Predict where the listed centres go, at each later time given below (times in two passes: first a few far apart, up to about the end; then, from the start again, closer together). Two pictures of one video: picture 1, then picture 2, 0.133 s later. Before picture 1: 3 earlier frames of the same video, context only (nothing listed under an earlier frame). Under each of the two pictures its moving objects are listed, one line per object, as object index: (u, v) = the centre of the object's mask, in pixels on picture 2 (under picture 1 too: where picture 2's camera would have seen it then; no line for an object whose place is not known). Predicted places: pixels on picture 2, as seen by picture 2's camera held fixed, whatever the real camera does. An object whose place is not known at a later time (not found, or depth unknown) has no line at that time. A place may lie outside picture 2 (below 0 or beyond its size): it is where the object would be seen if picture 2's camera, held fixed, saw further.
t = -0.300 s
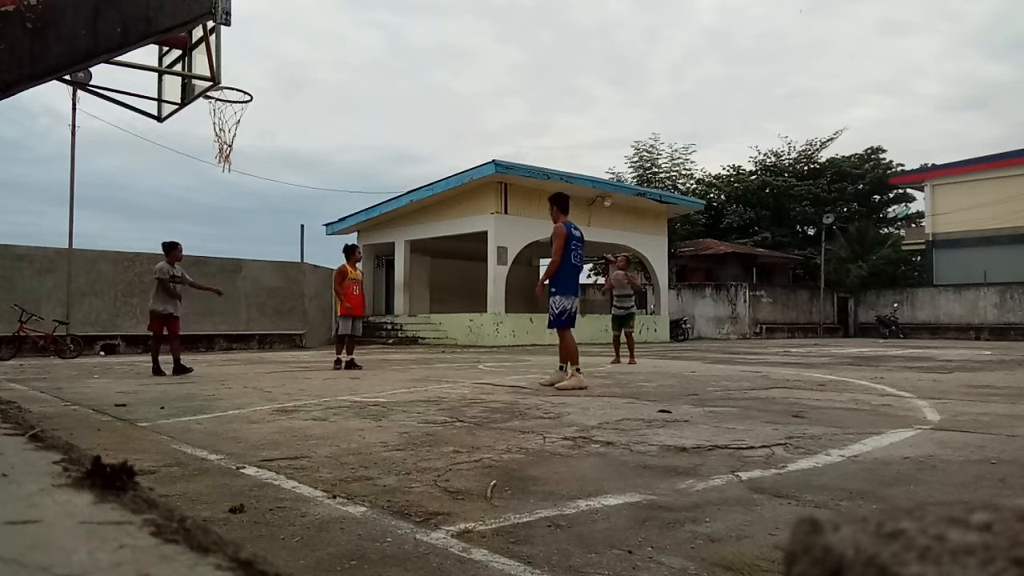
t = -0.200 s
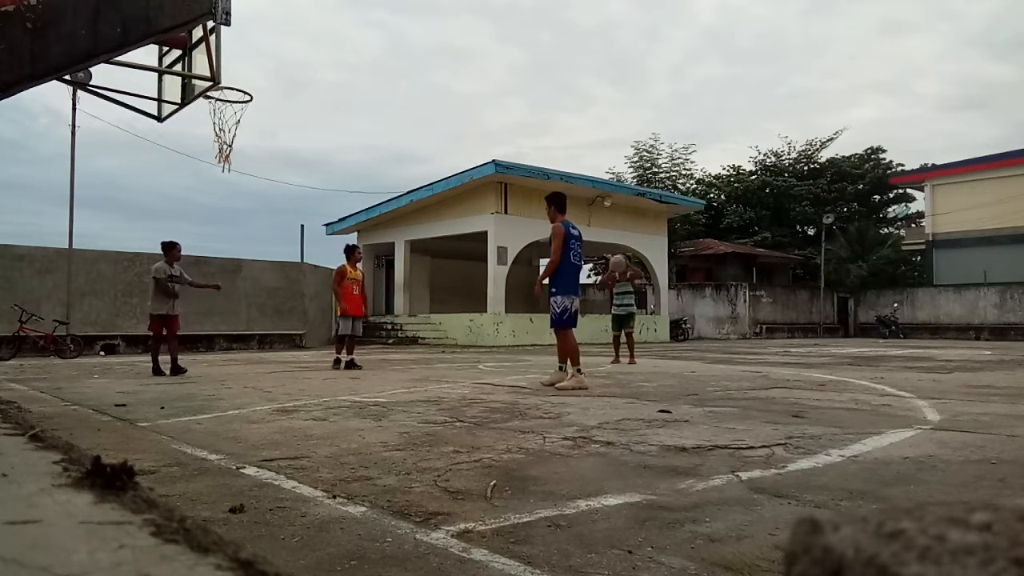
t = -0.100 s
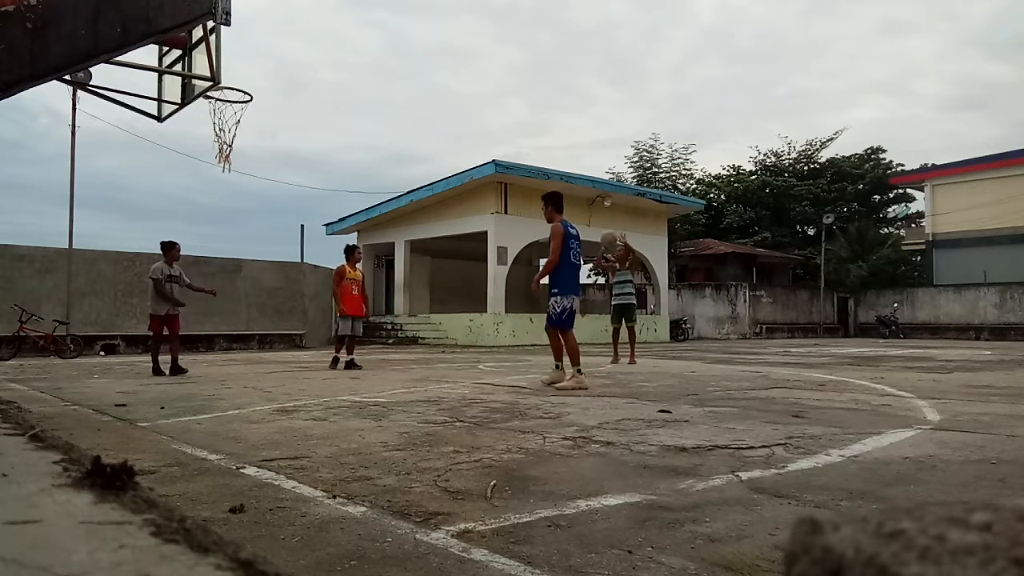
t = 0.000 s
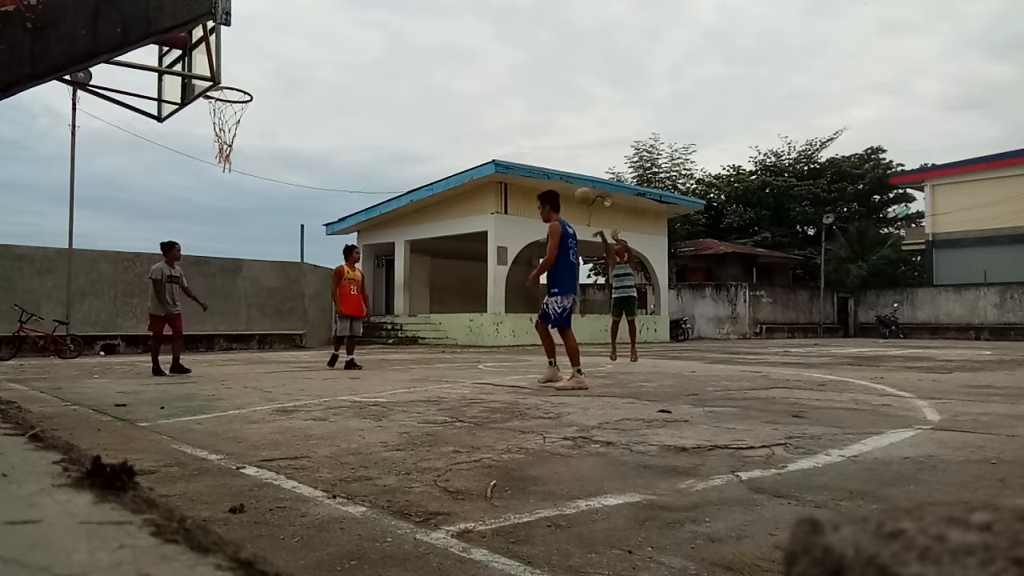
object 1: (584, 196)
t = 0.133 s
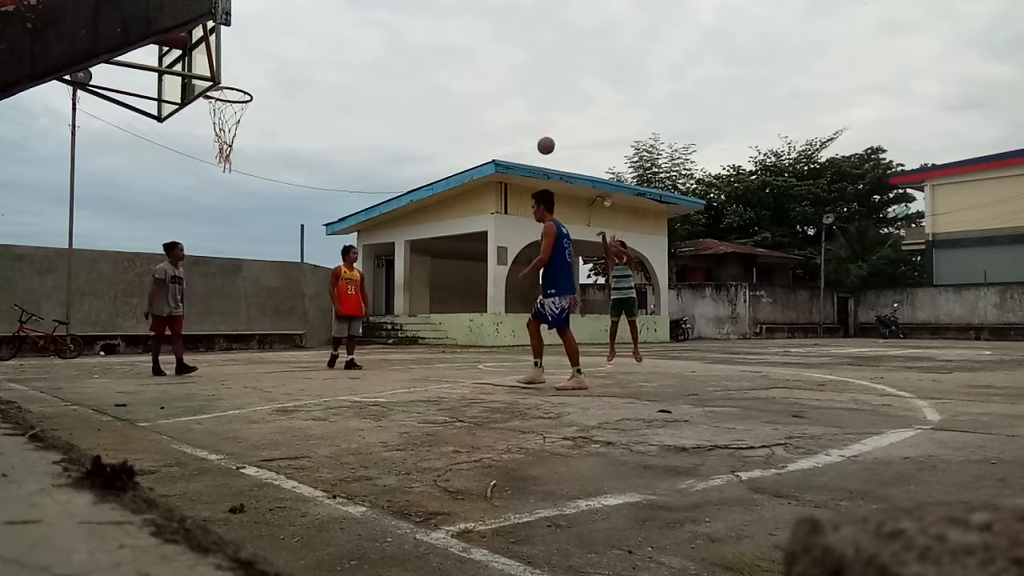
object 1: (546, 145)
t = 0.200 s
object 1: (526, 124)
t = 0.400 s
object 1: (462, 74)
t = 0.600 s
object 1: (391, 50)
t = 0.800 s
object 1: (310, 58)
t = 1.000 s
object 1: (230, 77)
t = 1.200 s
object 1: (228, 72)
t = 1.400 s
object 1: (265, 102)
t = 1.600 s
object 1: (301, 164)
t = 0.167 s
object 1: (536, 134)
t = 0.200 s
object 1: (526, 124)
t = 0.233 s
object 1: (516, 114)
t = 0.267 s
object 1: (506, 104)
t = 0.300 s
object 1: (495, 96)
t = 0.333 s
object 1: (484, 88)
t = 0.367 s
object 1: (474, 80)
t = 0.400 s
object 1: (462, 74)
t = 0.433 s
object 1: (451, 68)
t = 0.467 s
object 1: (440, 62)
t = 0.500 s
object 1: (428, 58)
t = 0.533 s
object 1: (416, 54)
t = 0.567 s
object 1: (404, 52)
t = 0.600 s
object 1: (391, 50)
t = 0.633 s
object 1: (379, 49)
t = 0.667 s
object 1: (365, 49)
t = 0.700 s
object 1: (352, 49)
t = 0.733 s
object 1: (338, 51)
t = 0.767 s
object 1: (325, 54)
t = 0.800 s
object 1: (310, 58)
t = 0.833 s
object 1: (296, 63)
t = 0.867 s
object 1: (281, 69)
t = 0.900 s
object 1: (266, 76)
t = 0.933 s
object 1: (250, 84)
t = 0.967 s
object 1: (239, 82)
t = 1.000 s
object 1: (230, 77)
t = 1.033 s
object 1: (225, 75)
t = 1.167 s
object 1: (225, 71)
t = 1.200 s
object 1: (228, 72)
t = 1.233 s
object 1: (232, 75)
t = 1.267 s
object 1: (238, 78)
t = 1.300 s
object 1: (245, 83)
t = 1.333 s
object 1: (252, 89)
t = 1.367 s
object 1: (258, 95)
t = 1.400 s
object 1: (265, 102)
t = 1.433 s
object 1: (271, 111)
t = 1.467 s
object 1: (277, 120)
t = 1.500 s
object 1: (284, 130)
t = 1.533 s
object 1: (289, 140)
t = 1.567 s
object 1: (295, 152)
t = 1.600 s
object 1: (301, 164)
